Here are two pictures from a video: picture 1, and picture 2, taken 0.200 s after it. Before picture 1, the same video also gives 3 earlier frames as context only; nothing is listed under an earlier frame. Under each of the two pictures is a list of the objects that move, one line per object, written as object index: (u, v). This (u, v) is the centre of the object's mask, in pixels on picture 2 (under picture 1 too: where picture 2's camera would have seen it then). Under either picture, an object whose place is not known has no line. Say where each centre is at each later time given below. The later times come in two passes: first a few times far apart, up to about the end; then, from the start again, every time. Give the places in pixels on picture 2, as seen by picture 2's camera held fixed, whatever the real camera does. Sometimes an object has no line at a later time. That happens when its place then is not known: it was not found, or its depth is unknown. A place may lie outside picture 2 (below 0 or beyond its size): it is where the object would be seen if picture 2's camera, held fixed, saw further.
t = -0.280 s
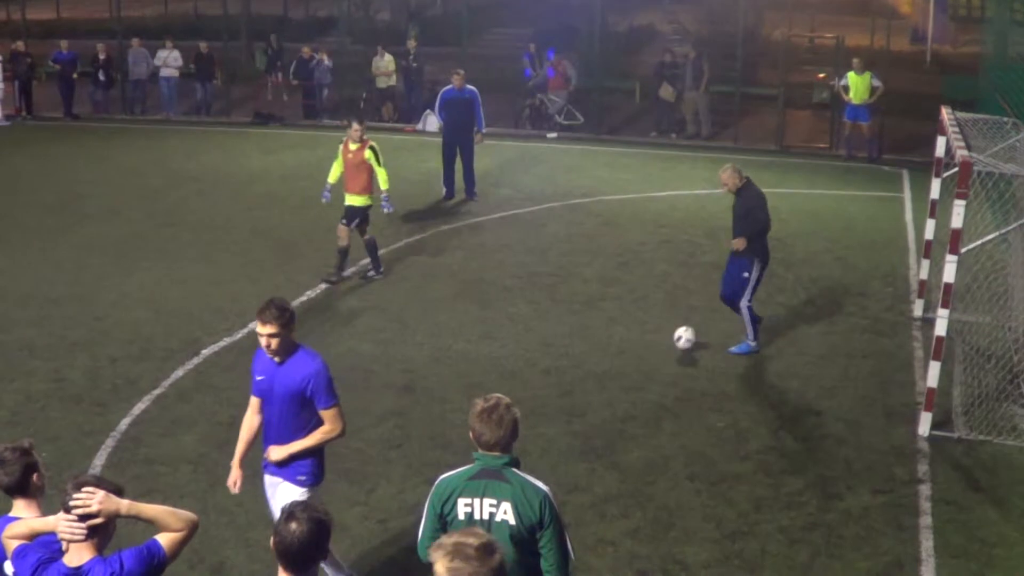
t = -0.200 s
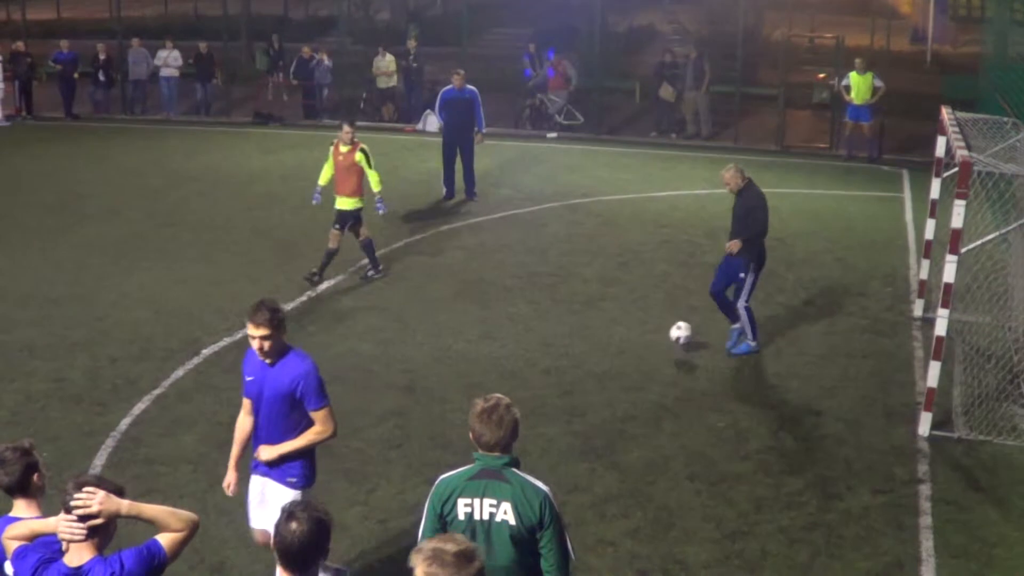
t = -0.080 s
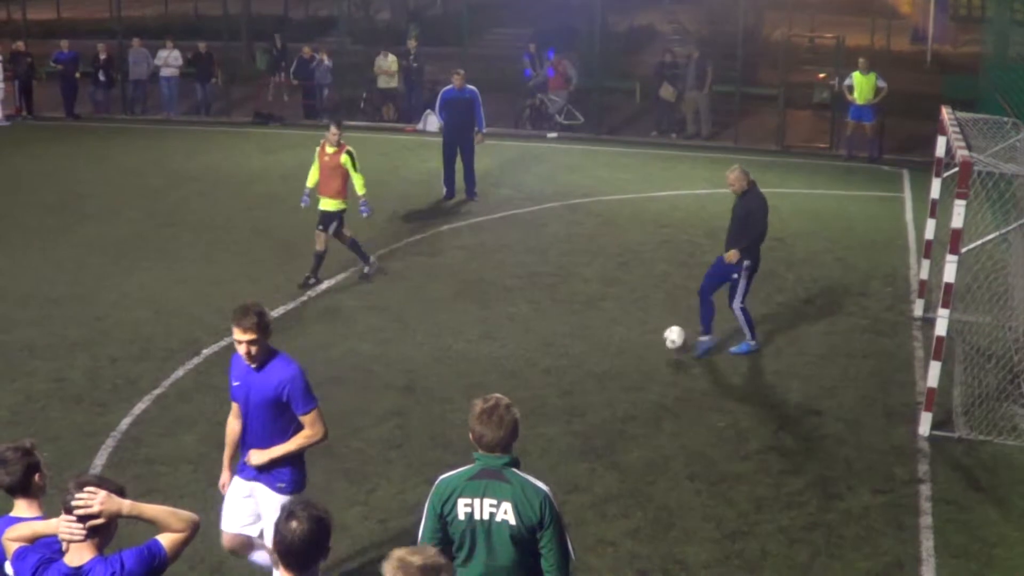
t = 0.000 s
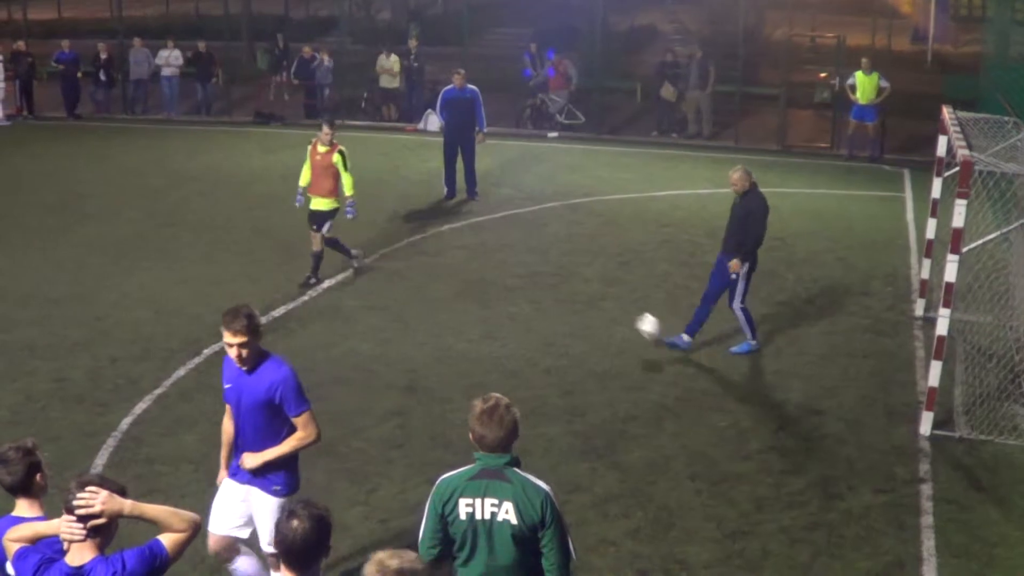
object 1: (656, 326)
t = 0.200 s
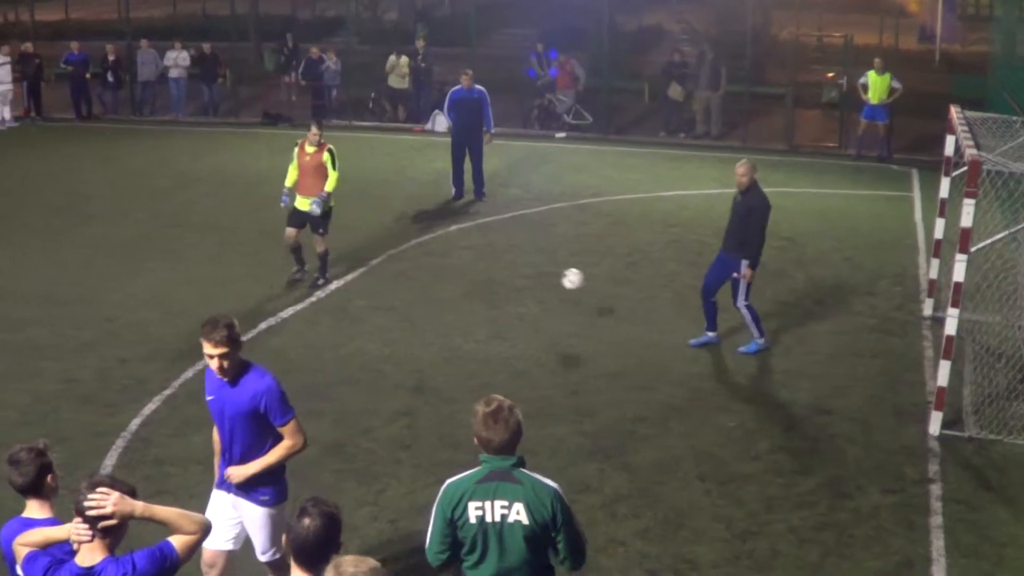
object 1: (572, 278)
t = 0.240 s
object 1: (556, 274)
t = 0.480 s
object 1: (467, 284)
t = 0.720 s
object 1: (406, 277)
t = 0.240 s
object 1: (556, 274)
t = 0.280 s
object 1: (541, 271)
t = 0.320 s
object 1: (525, 271)
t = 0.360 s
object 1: (511, 272)
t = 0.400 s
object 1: (496, 274)
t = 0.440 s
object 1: (481, 279)
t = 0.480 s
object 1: (467, 284)
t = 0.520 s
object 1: (453, 292)
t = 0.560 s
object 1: (442, 293)
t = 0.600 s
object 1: (432, 287)
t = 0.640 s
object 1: (423, 283)
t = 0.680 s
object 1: (415, 280)
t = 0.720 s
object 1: (406, 277)
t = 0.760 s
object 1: (397, 277)
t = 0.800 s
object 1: (388, 278)
